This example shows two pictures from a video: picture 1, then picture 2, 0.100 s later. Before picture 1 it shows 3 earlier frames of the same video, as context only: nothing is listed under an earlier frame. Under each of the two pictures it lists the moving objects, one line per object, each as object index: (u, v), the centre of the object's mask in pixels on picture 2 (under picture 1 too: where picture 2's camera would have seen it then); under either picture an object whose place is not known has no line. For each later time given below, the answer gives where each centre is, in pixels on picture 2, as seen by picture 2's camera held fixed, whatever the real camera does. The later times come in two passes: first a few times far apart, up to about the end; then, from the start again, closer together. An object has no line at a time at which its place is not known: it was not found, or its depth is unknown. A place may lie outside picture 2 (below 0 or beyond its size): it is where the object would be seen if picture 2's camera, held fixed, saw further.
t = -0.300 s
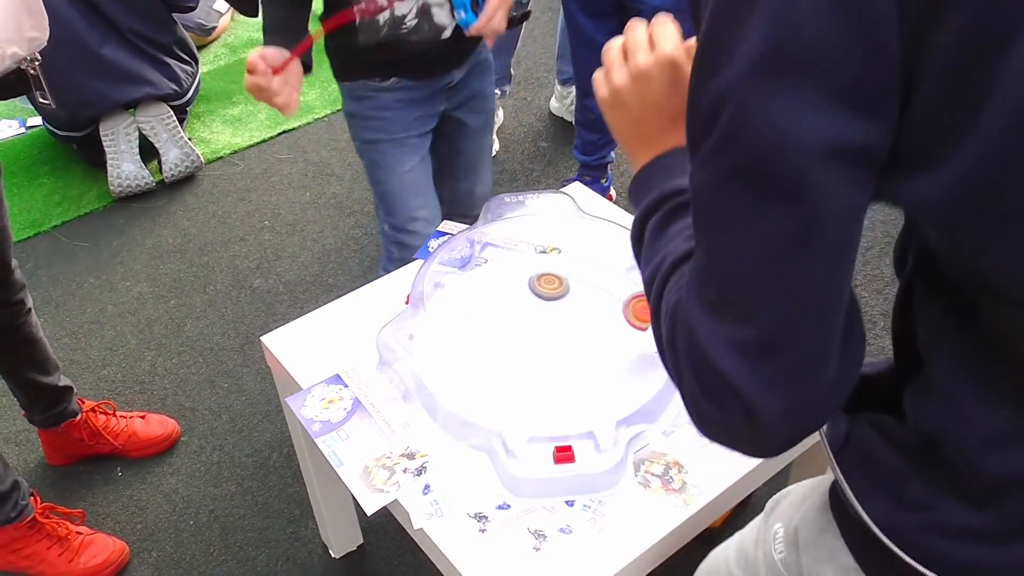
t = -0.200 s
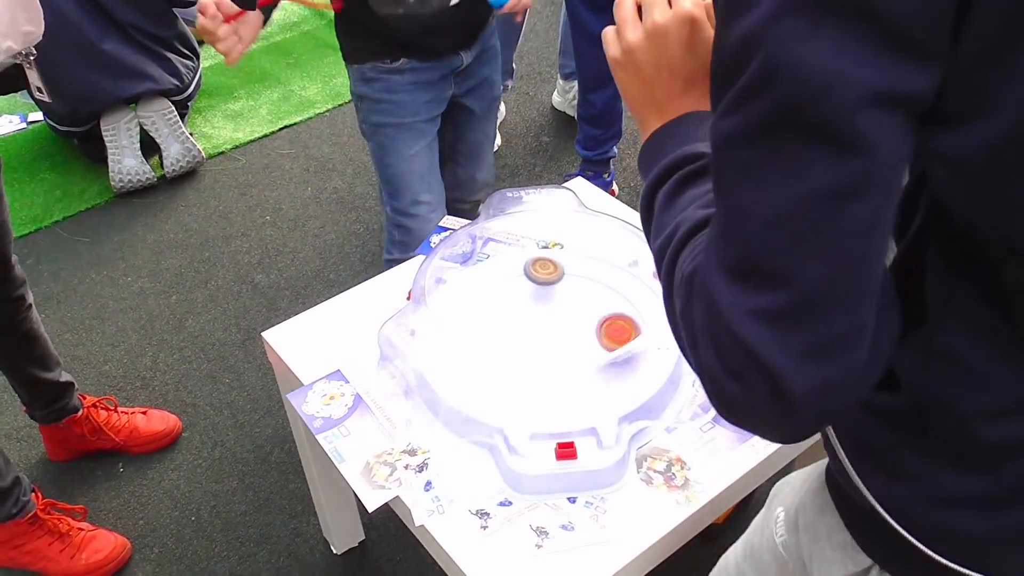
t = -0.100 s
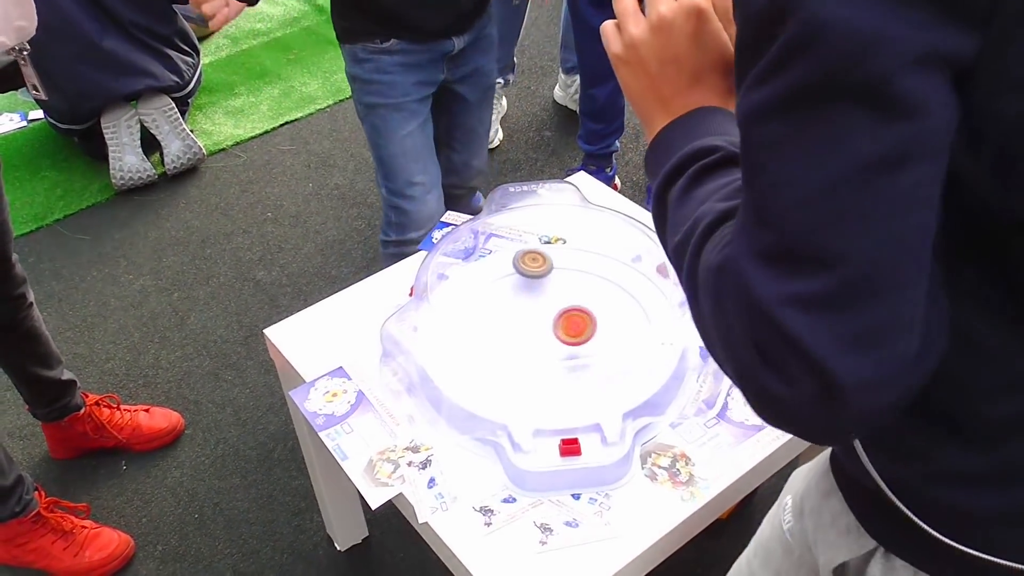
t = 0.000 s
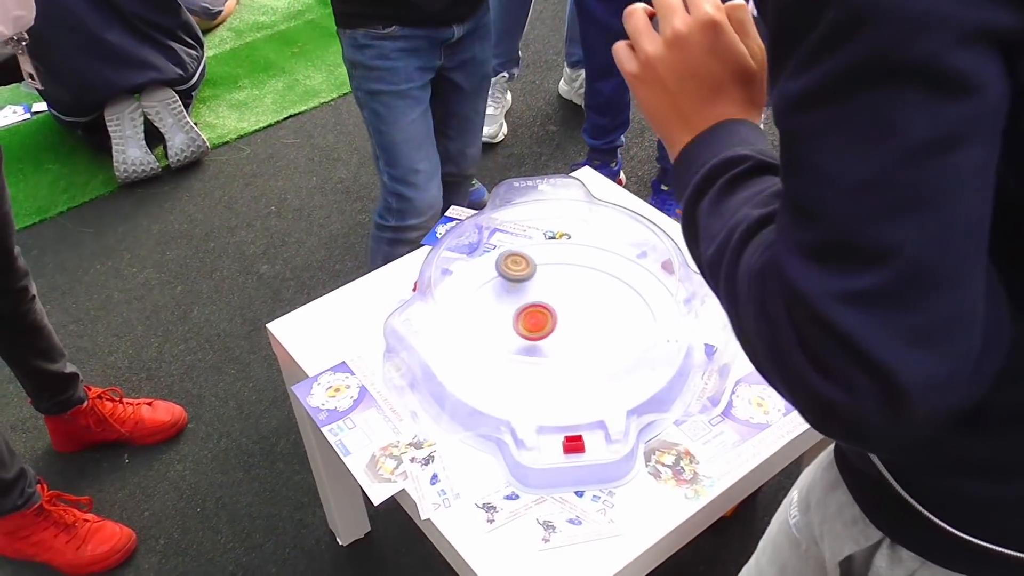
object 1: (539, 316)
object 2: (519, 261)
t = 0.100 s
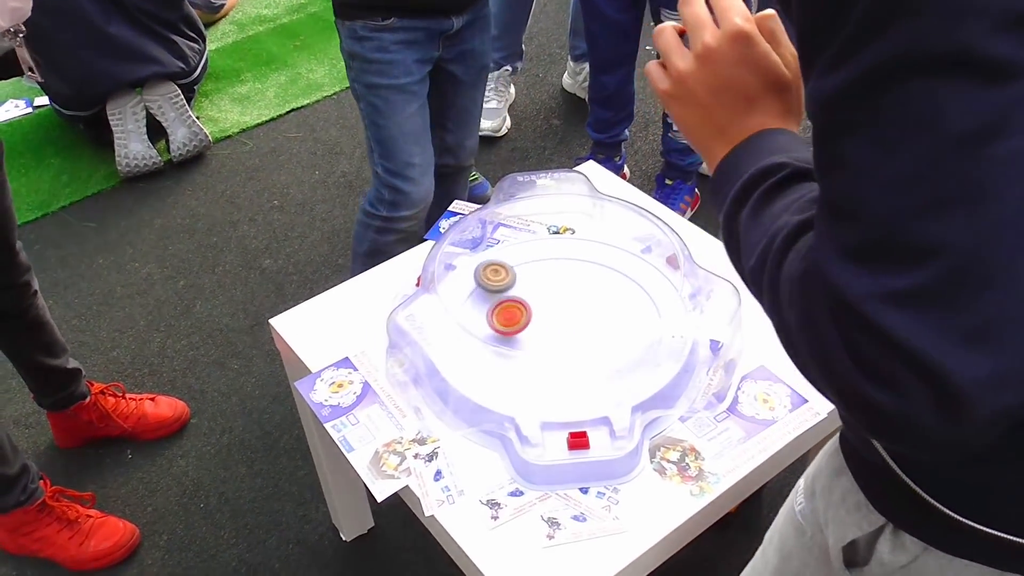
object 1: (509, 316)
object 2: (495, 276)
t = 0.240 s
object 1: (506, 330)
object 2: (494, 295)
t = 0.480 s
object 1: (602, 363)
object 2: (546, 318)
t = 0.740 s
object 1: (647, 297)
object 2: (579, 288)
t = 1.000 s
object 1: (584, 269)
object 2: (520, 280)
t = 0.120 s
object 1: (505, 319)
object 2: (491, 280)
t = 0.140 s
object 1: (503, 319)
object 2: (489, 282)
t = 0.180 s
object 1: (501, 321)
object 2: (488, 288)
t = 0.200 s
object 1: (501, 324)
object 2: (490, 290)
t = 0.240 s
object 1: (506, 330)
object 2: (494, 295)
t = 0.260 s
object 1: (511, 334)
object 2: (496, 297)
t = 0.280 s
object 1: (515, 338)
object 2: (499, 301)
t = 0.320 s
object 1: (526, 349)
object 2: (505, 307)
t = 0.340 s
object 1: (534, 352)
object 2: (509, 311)
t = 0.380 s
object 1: (551, 356)
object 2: (518, 315)
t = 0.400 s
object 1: (561, 358)
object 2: (524, 317)
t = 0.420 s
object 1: (570, 362)
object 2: (529, 318)
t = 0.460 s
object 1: (590, 363)
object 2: (540, 319)
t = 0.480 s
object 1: (602, 363)
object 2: (546, 318)
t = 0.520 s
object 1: (623, 360)
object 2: (556, 315)
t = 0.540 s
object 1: (632, 356)
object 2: (561, 313)
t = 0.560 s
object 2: (565, 311)
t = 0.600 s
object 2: (571, 306)
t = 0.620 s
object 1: (645, 333)
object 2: (573, 303)
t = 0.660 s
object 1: (644, 318)
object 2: (577, 299)
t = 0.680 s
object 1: (646, 312)
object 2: (578, 296)
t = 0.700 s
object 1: (647, 308)
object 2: (579, 293)
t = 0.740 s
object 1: (647, 297)
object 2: (579, 288)
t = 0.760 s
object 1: (644, 291)
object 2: (578, 286)
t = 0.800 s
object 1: (635, 281)
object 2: (575, 284)
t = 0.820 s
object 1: (630, 276)
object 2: (572, 282)
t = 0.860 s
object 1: (617, 269)
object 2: (567, 281)
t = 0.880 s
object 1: (608, 267)
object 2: (564, 282)
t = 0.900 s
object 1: (600, 266)
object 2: (561, 281)
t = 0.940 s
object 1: (593, 265)
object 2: (545, 280)
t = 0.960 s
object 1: (590, 266)
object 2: (535, 279)
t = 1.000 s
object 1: (584, 269)
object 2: (520, 280)
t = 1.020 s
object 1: (579, 271)
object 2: (515, 282)
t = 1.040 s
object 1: (576, 274)
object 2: (510, 283)
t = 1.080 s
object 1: (567, 282)
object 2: (505, 289)
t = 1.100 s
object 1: (563, 286)
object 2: (504, 292)
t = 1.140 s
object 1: (557, 294)
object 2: (505, 298)
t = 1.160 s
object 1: (554, 299)
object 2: (507, 302)
